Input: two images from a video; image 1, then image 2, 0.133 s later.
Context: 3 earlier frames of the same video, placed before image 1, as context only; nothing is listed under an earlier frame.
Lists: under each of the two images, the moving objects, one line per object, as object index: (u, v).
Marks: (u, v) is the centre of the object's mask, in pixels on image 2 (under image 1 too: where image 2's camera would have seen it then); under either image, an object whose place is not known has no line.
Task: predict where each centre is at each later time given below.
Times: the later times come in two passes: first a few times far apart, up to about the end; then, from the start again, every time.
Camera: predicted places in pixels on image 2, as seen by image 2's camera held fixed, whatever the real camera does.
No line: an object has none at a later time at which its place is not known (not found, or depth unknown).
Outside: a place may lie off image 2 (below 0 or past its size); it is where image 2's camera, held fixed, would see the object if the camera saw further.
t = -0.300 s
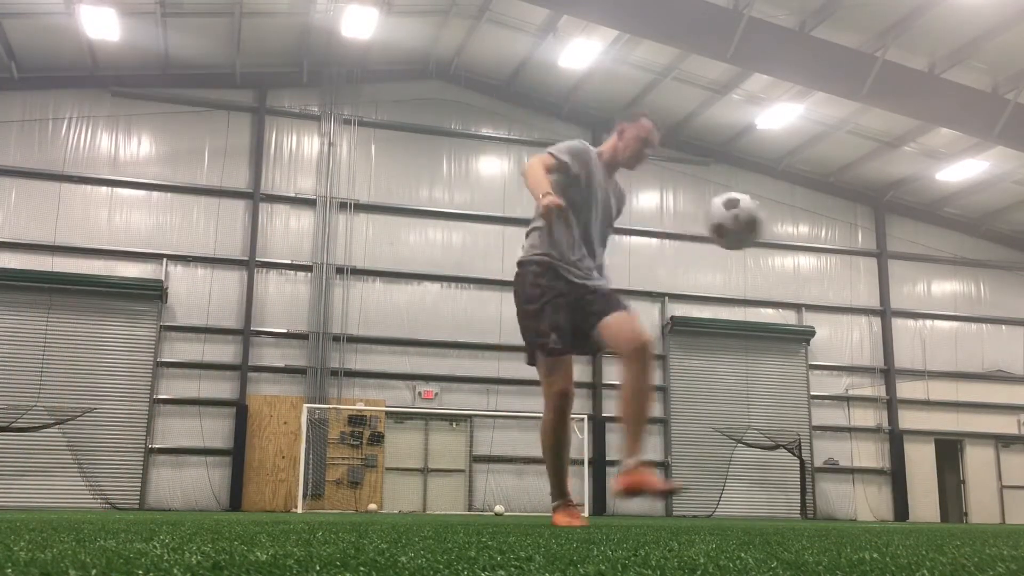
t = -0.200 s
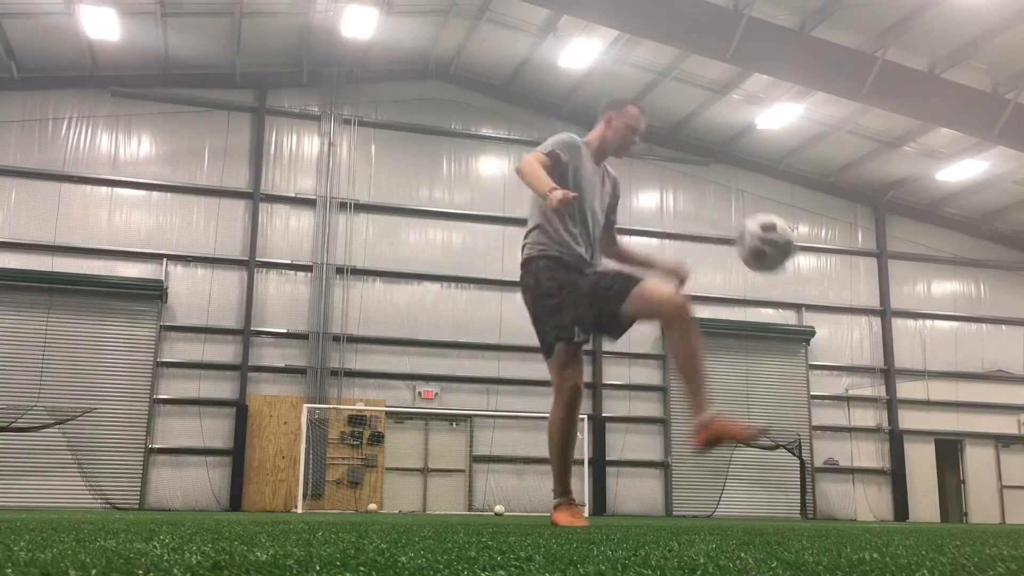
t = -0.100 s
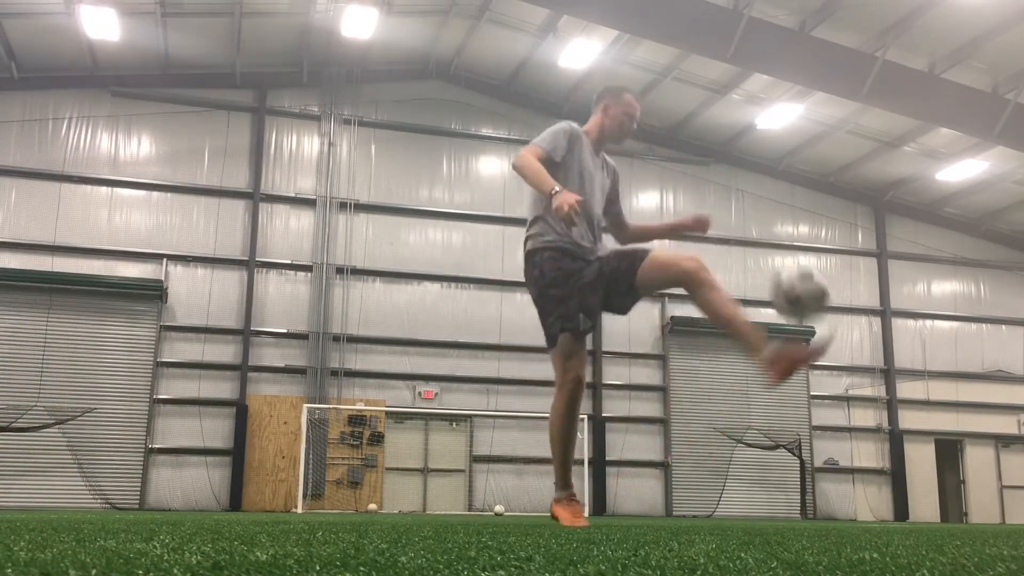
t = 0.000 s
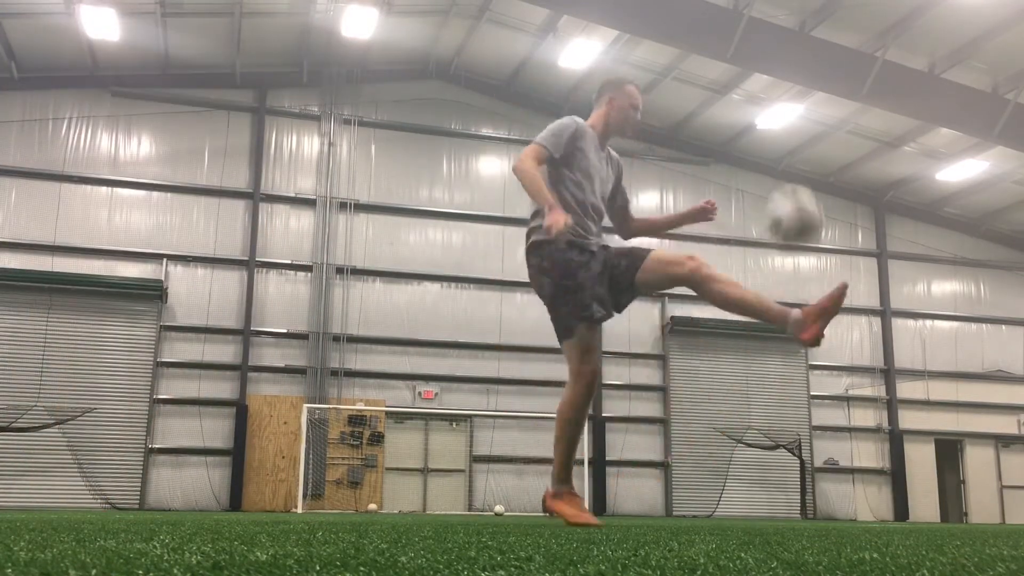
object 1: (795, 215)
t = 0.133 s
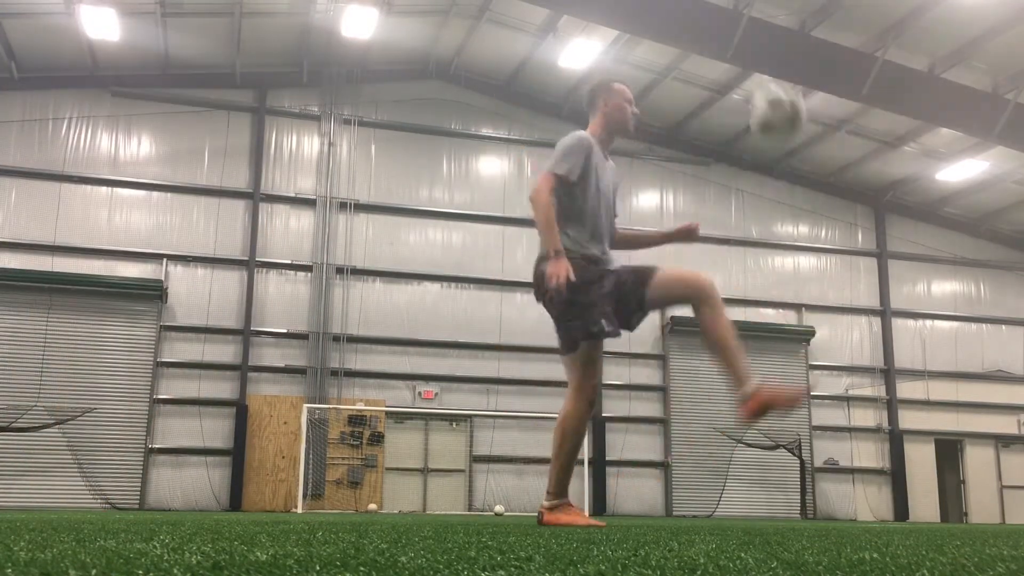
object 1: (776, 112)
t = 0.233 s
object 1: (764, 60)
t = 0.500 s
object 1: (735, 34)
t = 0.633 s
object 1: (721, 78)
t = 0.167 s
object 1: (772, 89)
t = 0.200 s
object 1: (768, 75)
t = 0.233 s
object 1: (764, 60)
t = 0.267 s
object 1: (760, 47)
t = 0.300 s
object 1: (756, 39)
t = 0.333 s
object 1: (752, 36)
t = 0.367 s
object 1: (748, 31)
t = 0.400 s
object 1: (745, 30)
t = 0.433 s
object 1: (741, 29)
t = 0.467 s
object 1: (738, 31)
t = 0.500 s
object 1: (735, 34)
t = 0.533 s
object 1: (732, 41)
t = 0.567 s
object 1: (728, 51)
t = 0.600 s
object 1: (724, 63)
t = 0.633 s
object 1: (721, 78)
